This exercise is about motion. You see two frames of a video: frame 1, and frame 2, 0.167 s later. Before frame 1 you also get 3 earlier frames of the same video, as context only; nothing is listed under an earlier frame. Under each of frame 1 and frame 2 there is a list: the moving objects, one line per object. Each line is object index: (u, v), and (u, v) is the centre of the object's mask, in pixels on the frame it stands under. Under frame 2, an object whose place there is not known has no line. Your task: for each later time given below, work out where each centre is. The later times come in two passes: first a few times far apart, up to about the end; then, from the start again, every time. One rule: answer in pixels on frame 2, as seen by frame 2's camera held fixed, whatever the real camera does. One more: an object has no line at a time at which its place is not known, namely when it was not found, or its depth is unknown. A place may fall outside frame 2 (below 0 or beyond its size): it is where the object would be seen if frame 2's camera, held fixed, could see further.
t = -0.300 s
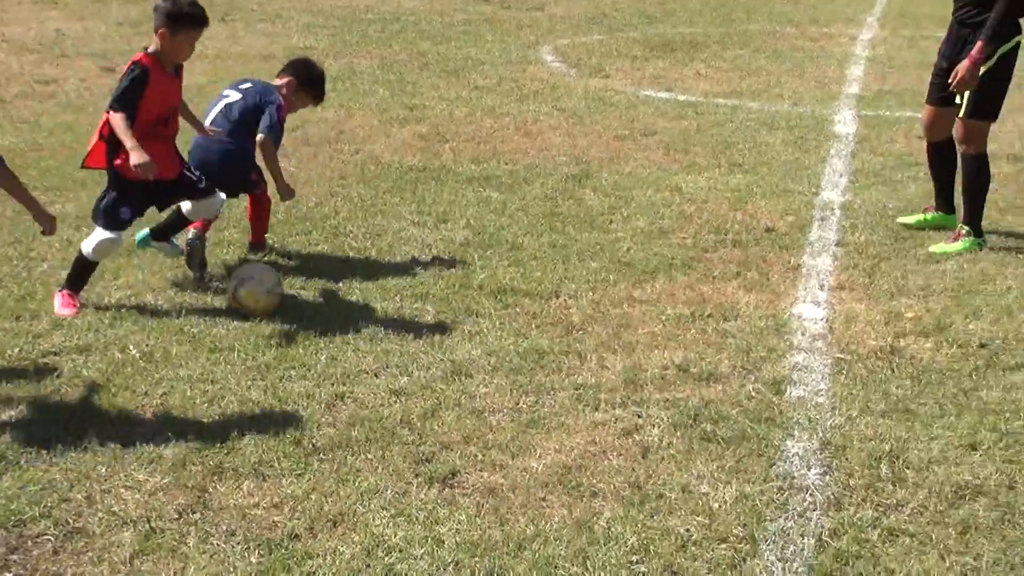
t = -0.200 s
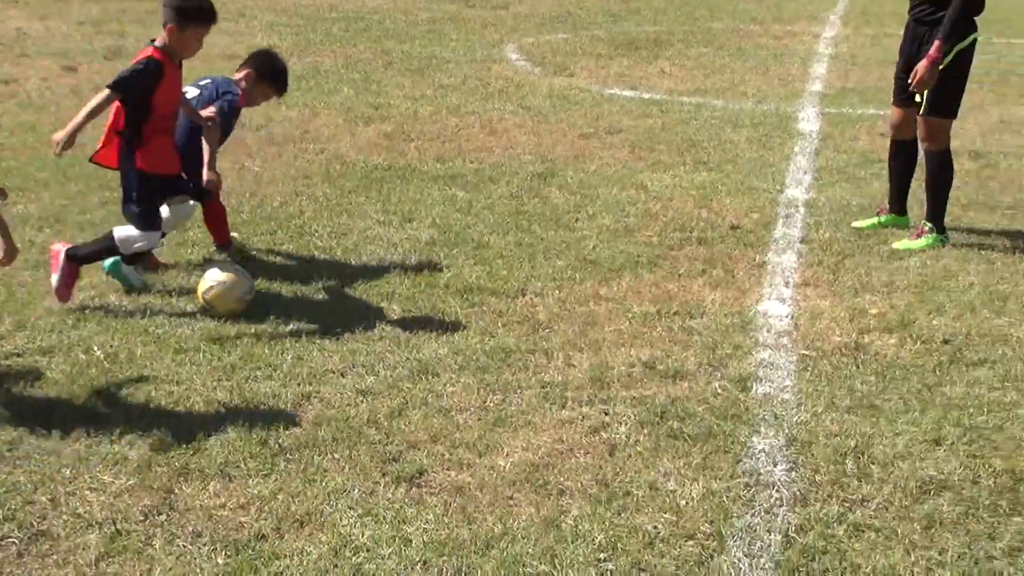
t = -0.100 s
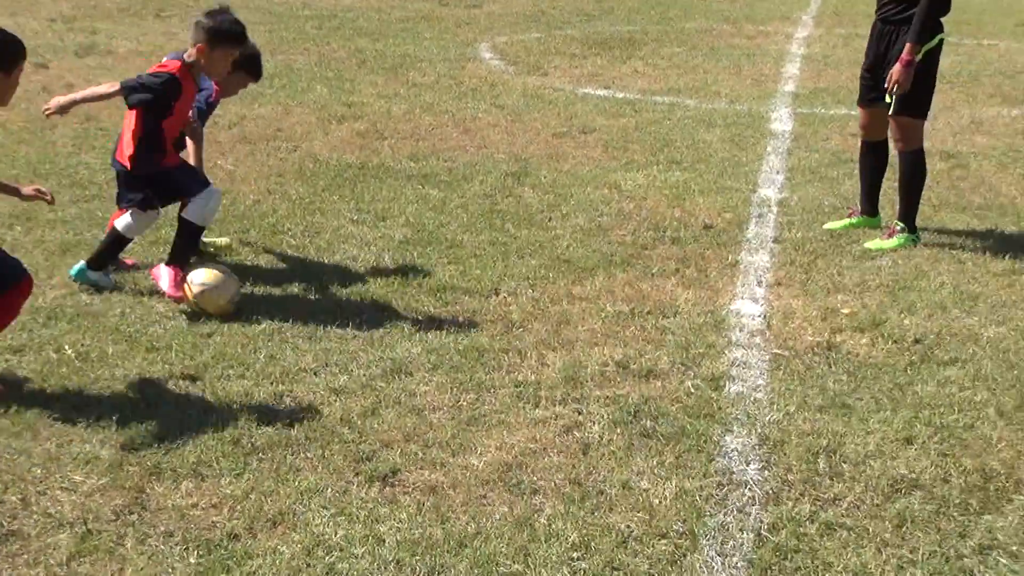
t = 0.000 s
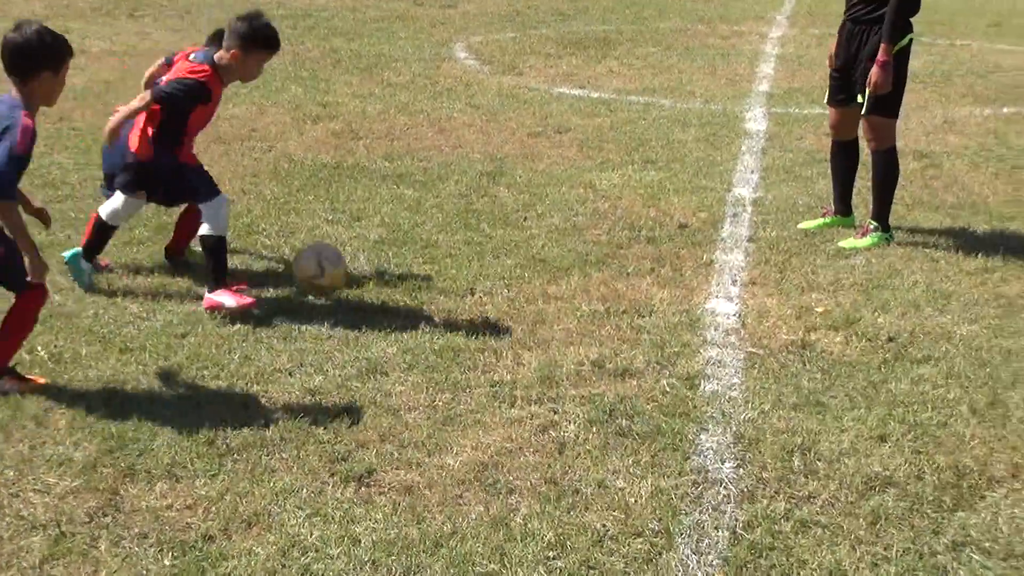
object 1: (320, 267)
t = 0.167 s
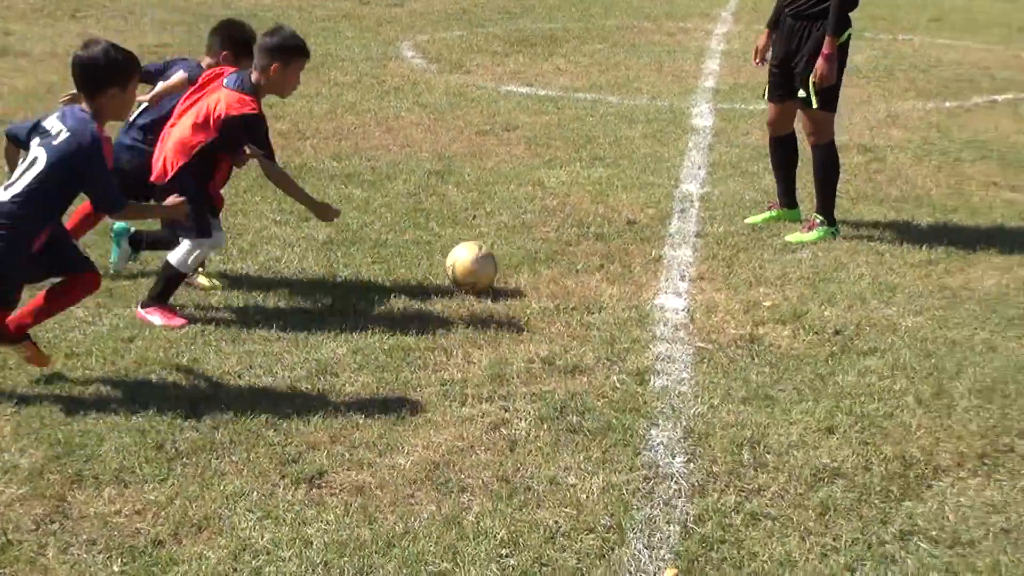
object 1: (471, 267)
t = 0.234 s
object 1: (526, 255)
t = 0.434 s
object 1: (669, 245)
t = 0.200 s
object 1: (503, 265)
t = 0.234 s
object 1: (526, 255)
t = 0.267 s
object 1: (552, 246)
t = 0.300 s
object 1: (577, 240)
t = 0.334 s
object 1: (600, 238)
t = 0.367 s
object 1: (623, 238)
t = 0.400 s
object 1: (646, 241)
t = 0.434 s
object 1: (669, 245)
